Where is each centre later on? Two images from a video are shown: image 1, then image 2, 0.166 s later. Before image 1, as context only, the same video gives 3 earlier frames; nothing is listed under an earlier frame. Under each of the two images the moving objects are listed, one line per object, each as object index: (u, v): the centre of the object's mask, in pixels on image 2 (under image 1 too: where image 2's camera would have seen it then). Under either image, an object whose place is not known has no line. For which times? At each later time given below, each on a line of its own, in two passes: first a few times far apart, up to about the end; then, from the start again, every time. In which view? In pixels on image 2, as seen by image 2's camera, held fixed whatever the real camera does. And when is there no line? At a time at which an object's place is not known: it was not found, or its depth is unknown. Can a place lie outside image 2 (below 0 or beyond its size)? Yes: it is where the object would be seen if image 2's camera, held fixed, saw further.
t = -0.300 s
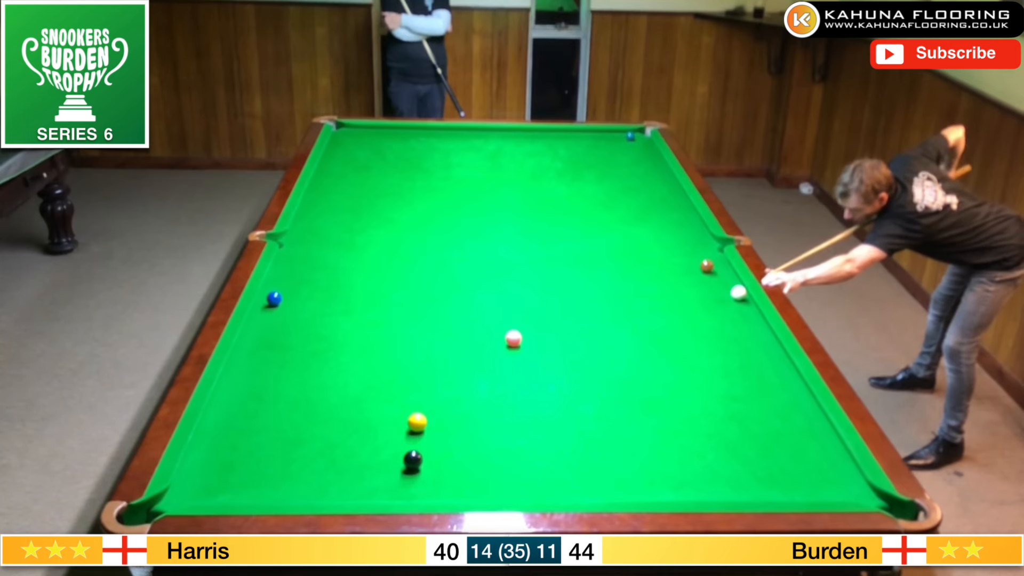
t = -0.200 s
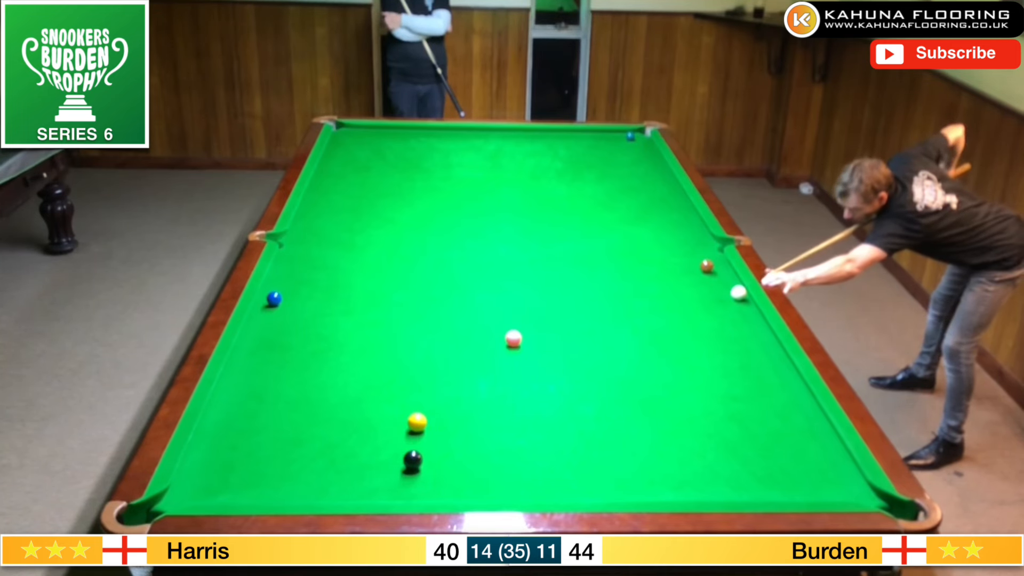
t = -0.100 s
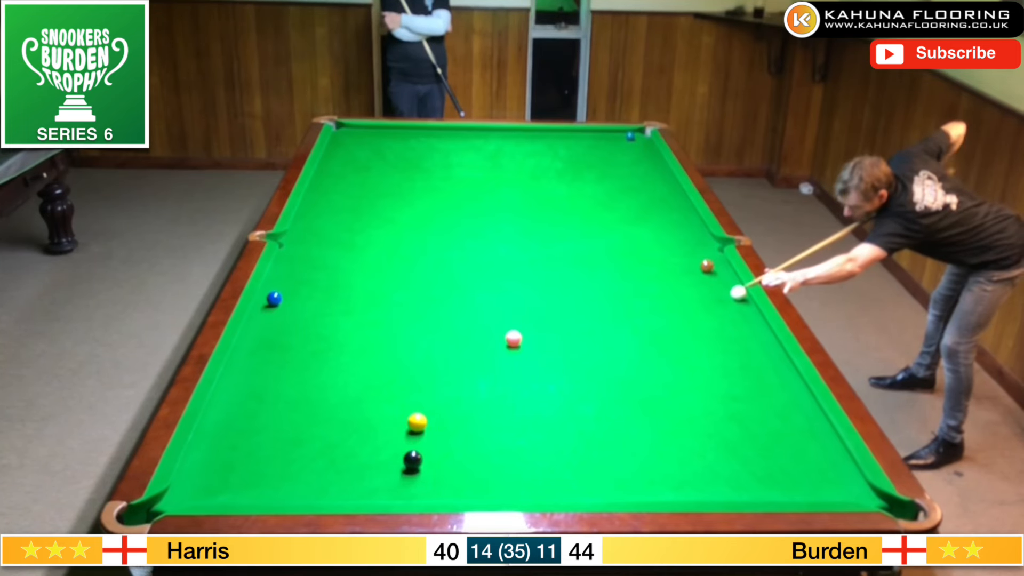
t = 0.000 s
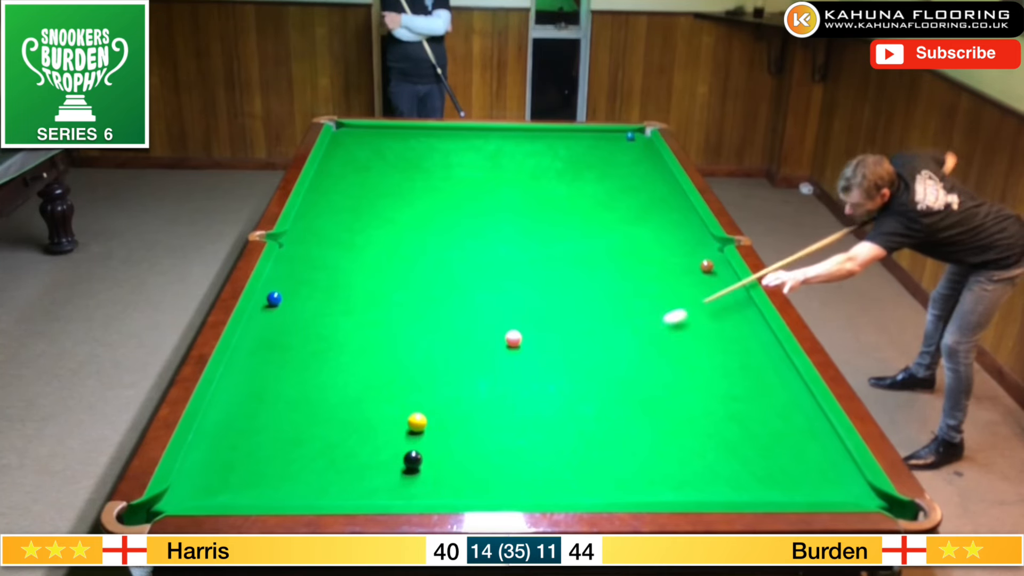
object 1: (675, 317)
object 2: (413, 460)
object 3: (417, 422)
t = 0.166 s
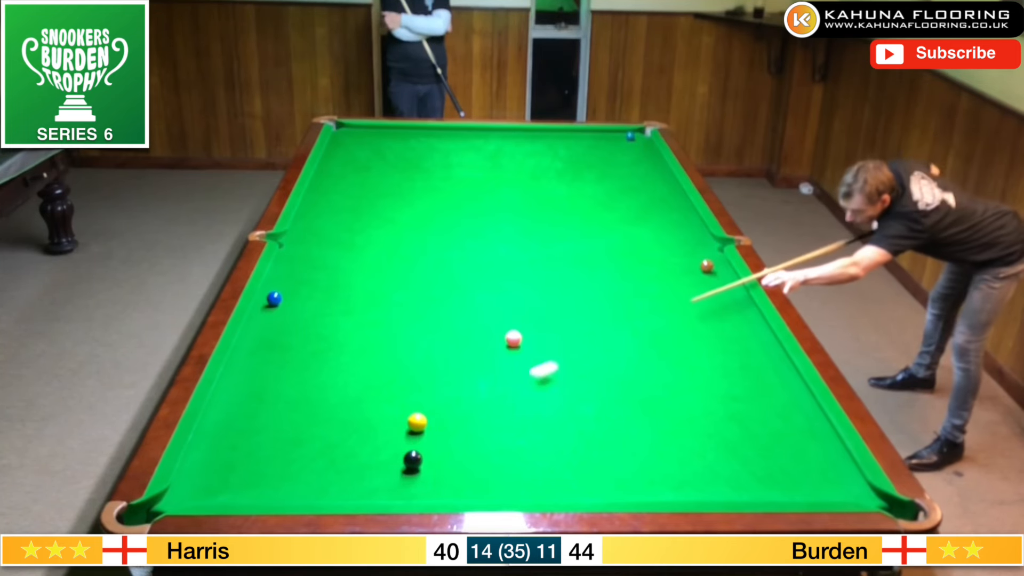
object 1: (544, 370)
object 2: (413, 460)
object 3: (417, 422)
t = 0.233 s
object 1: (483, 395)
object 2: (413, 460)
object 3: (417, 422)
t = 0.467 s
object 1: (440, 452)
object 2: (412, 460)
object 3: (202, 473)
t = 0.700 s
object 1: (411, 489)
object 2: (413, 460)
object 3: (338, 483)
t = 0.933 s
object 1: (485, 459)
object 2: (410, 451)
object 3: (386, 462)
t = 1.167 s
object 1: (566, 440)
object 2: (416, 434)
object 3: (400, 447)
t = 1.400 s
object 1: (637, 424)
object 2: (425, 418)
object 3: (409, 436)
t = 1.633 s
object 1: (702, 409)
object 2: (433, 403)
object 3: (417, 427)
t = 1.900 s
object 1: (769, 394)
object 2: (441, 389)
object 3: (425, 419)
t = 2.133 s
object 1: (780, 384)
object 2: (447, 379)
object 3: (431, 413)
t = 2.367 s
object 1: (742, 377)
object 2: (452, 370)
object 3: (436, 408)
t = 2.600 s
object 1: (708, 372)
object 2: (456, 363)
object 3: (440, 404)
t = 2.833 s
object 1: (677, 366)
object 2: (459, 356)
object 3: (444, 401)
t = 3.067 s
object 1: (649, 361)
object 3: (448, 399)
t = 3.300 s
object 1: (624, 356)
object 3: (450, 398)
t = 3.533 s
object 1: (601, 352)
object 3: (451, 398)
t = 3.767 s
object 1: (581, 348)
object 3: (451, 398)
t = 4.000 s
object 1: (564, 346)
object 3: (451, 398)
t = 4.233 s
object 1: (548, 343)
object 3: (451, 398)
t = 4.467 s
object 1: (535, 341)
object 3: (451, 398)
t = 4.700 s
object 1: (528, 340)
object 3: (451, 398)
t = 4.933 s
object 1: (527, 339)
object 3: (451, 398)
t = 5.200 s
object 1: (528, 339)
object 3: (451, 398)
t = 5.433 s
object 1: (528, 339)
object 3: (451, 398)
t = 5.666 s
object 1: (528, 339)
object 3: (451, 398)
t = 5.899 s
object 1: (528, 339)
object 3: (451, 398)
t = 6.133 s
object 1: (528, 339)
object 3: (451, 398)
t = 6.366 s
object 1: (528, 339)
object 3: (451, 398)
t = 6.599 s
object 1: (528, 339)
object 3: (451, 398)
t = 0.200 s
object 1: (514, 382)
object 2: (413, 460)
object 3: (417, 422)
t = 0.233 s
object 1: (483, 395)
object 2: (413, 460)
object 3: (417, 422)
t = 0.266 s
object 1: (450, 409)
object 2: (413, 460)
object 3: (417, 422)
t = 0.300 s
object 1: (436, 419)
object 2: (413, 460)
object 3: (398, 424)
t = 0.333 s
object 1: (438, 426)
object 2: (413, 460)
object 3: (359, 434)
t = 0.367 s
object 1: (440, 432)
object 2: (413, 460)
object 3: (320, 444)
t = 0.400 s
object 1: (441, 438)
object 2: (413, 460)
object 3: (282, 454)
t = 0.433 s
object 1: (441, 445)
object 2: (413, 460)
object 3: (242, 464)
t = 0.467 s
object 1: (440, 452)
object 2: (412, 460)
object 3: (202, 473)
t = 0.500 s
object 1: (438, 460)
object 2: (413, 460)
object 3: (196, 481)
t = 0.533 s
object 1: (435, 467)
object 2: (412, 460)
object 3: (221, 486)
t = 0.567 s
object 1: (431, 475)
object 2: (413, 460)
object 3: (246, 493)
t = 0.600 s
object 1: (426, 484)
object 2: (413, 460)
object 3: (271, 495)
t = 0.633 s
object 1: (421, 490)
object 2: (413, 460)
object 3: (293, 491)
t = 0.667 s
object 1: (414, 494)
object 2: (413, 460)
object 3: (316, 487)
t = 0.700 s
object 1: (411, 489)
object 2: (413, 460)
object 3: (338, 483)
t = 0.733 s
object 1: (409, 483)
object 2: (413, 460)
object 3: (359, 479)
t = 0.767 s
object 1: (406, 477)
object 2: (413, 459)
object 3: (380, 475)
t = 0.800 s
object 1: (418, 470)
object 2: (412, 456)
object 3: (383, 474)
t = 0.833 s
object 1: (438, 468)
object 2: (412, 458)
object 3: (382, 471)
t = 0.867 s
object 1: (455, 465)
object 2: (411, 455)
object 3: (382, 468)
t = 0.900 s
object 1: (471, 461)
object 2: (411, 453)
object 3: (383, 465)
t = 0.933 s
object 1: (485, 459)
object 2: (410, 451)
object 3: (386, 462)
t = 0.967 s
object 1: (499, 456)
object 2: (410, 449)
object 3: (389, 459)
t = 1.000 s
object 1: (511, 454)
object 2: (410, 447)
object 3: (392, 456)
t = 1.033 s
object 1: (522, 450)
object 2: (410, 445)
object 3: (395, 453)
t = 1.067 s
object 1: (534, 448)
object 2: (412, 442)
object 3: (396, 452)
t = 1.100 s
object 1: (545, 445)
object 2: (413, 440)
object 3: (398, 450)
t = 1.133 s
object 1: (555, 443)
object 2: (414, 437)
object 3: (399, 449)
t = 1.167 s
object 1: (566, 440)
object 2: (416, 434)
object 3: (400, 447)
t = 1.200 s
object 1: (577, 438)
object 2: (417, 432)
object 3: (402, 445)
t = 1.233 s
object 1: (587, 436)
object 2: (419, 429)
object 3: (403, 444)
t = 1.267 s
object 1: (597, 433)
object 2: (420, 427)
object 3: (404, 442)
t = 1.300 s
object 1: (607, 430)
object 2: (421, 425)
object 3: (405, 441)
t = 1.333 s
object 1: (618, 429)
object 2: (423, 422)
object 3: (407, 439)
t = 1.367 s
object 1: (627, 426)
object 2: (424, 420)
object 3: (408, 438)
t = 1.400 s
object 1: (637, 424)
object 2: (425, 418)
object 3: (409, 436)
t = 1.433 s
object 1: (646, 421)
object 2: (426, 415)
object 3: (410, 435)
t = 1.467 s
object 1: (656, 419)
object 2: (428, 413)
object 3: (411, 434)
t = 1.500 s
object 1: (666, 418)
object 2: (429, 411)
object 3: (413, 432)
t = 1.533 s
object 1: (674, 415)
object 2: (430, 409)
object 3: (414, 431)
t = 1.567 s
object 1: (684, 413)
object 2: (431, 407)
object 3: (415, 430)
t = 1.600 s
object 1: (692, 411)
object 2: (432, 405)
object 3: (416, 429)
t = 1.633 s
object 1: (702, 409)
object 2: (433, 403)
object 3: (417, 427)
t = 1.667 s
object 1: (710, 407)
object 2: (434, 401)
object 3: (418, 426)
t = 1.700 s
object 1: (719, 405)
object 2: (435, 400)
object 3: (419, 425)
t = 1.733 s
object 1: (728, 403)
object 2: (436, 398)
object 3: (420, 424)
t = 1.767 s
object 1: (736, 401)
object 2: (437, 396)
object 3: (421, 423)
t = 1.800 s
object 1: (744, 399)
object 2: (438, 394)
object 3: (422, 422)
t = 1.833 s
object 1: (753, 397)
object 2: (439, 392)
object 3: (423, 421)
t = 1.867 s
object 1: (761, 396)
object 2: (440, 391)
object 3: (424, 420)
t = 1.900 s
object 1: (769, 394)
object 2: (441, 389)
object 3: (425, 419)
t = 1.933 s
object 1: (777, 393)
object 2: (442, 388)
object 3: (426, 418)
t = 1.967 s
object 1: (785, 390)
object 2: (443, 386)
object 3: (427, 417)
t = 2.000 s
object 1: (792, 389)
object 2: (444, 385)
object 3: (428, 416)
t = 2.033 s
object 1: (800, 387)
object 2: (445, 383)
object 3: (429, 415)
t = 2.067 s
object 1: (793, 386)
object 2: (446, 382)
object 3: (430, 414)
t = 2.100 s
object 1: (786, 385)
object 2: (446, 380)
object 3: (430, 414)
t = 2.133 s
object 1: (780, 384)
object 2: (447, 379)
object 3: (431, 413)
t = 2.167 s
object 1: (774, 383)
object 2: (448, 378)
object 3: (432, 412)
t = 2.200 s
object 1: (769, 382)
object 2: (449, 376)
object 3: (432, 411)
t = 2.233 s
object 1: (763, 381)
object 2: (449, 375)
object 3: (433, 410)
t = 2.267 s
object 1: (758, 380)
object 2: (450, 374)
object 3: (434, 410)
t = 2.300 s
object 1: (752, 379)
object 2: (450, 373)
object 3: (434, 409)
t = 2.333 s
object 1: (747, 378)
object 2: (451, 371)
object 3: (435, 408)
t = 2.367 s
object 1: (742, 377)
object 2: (452, 370)
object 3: (436, 408)
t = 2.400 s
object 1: (737, 377)
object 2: (452, 369)
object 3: (437, 407)
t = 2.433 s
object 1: (732, 376)
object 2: (453, 368)
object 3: (437, 406)
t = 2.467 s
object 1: (727, 375)
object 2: (453, 367)
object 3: (438, 406)
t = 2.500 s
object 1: (722, 374)
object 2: (454, 366)
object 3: (439, 405)
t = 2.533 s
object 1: (718, 373)
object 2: (455, 365)
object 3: (439, 405)
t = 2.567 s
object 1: (713, 372)
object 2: (455, 364)
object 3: (440, 404)
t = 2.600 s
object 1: (708, 372)
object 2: (456, 363)
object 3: (440, 404)
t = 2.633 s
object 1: (703, 371)
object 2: (456, 362)
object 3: (441, 403)
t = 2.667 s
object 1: (699, 370)
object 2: (457, 361)
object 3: (441, 403)
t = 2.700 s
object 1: (694, 369)
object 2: (457, 360)
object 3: (442, 402)
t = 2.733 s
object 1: (690, 368)
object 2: (458, 359)
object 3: (443, 402)
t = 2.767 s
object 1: (686, 368)
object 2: (458, 358)
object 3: (443, 402)
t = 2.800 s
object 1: (681, 367)
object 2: (459, 357)
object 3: (444, 402)
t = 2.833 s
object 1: (677, 366)
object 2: (459, 356)
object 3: (444, 401)
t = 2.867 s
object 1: (673, 365)
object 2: (460, 356)
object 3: (445, 401)
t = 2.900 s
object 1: (669, 364)
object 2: (460, 355)
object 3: (445, 401)
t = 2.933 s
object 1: (665, 364)
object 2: (460, 354)
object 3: (446, 400)
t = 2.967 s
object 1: (661, 363)
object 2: (461, 353)
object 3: (446, 400)
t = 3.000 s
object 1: (657, 363)
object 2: (461, 353)
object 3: (447, 400)
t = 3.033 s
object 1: (653, 362)
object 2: (461, 352)
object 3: (447, 400)
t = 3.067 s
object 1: (649, 361)
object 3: (448, 399)
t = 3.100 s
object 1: (645, 360)
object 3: (448, 399)
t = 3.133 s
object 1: (642, 360)
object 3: (448, 399)
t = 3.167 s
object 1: (638, 359)
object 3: (448, 399)
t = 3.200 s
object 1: (634, 358)
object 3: (449, 399)
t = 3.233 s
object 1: (631, 358)
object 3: (449, 399)
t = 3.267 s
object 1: (627, 357)
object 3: (449, 398)
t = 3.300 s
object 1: (624, 356)
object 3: (450, 398)
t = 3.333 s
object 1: (620, 356)
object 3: (450, 398)
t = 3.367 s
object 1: (617, 355)
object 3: (450, 398)
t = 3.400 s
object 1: (614, 354)
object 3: (450, 398)
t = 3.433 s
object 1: (610, 354)
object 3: (450, 398)
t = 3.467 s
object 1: (607, 353)
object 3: (451, 398)
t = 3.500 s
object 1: (604, 353)
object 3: (451, 398)
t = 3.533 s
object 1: (601, 352)
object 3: (451, 398)
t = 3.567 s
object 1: (598, 352)
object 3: (451, 398)
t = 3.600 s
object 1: (595, 351)
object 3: (451, 398)
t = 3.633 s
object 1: (592, 351)
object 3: (451, 398)
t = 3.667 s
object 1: (589, 350)
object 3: (451, 398)
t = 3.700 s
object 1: (586, 350)
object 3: (451, 398)
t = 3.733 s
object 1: (584, 349)
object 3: (451, 398)
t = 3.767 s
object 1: (581, 348)
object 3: (451, 398)
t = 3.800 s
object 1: (578, 348)
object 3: (451, 398)
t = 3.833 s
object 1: (576, 348)
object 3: (451, 398)
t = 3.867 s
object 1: (573, 347)
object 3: (451, 398)
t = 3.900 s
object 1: (571, 347)
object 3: (451, 398)
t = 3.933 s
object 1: (568, 347)
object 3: (451, 398)
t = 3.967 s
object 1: (566, 346)
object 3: (451, 398)
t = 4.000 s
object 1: (564, 346)
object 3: (451, 398)
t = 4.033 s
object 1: (561, 345)
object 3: (451, 398)
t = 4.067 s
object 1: (559, 345)
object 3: (451, 398)
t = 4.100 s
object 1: (557, 344)
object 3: (451, 398)
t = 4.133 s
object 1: (555, 344)
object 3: (451, 398)
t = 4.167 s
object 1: (552, 344)
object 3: (451, 398)
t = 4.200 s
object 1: (550, 343)
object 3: (451, 398)
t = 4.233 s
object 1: (548, 343)
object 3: (451, 398)
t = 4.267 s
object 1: (546, 343)
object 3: (451, 398)
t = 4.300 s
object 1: (544, 342)
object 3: (451, 398)
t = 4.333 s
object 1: (542, 342)
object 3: (451, 398)
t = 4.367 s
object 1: (540, 342)
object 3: (451, 398)
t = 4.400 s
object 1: (539, 341)
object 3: (451, 398)
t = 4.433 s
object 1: (537, 341)
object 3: (451, 398)
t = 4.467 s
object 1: (535, 341)
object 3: (451, 398)
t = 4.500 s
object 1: (533, 341)
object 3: (451, 398)
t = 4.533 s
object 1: (532, 340)
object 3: (451, 398)
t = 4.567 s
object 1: (530, 340)
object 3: (451, 398)
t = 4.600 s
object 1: (529, 340)
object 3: (451, 398)
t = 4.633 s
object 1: (529, 340)
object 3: (451, 398)
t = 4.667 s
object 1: (528, 340)
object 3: (451, 398)
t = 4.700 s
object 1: (528, 340)
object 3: (451, 398)
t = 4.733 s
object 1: (528, 340)
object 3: (451, 398)
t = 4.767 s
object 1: (527, 340)
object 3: (451, 398)
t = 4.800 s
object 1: (527, 340)
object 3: (451, 398)
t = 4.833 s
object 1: (527, 339)
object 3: (451, 398)
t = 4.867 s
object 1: (527, 339)
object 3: (451, 398)
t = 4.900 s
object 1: (527, 339)
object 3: (451, 398)
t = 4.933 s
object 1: (527, 339)
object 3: (451, 398)
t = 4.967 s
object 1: (527, 339)
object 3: (451, 398)
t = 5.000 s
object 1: (528, 339)
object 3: (451, 398)
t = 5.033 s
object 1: (528, 339)
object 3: (451, 398)
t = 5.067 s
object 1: (528, 339)
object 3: (451, 398)
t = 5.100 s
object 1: (528, 339)
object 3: (451, 398)
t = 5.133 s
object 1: (528, 339)
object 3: (451, 398)
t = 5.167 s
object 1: (528, 339)
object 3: (451, 398)
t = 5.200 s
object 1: (528, 339)
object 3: (451, 398)
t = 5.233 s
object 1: (528, 339)
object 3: (451, 398)
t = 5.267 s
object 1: (528, 339)
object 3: (451, 398)
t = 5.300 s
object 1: (528, 339)
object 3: (451, 398)
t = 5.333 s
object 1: (528, 339)
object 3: (451, 398)
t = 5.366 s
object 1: (528, 339)
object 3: (451, 398)
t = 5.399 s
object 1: (528, 339)
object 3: (451, 398)
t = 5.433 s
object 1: (528, 339)
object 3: (451, 398)
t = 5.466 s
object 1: (528, 339)
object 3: (451, 398)
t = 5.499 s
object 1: (528, 339)
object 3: (451, 398)
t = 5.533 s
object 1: (528, 339)
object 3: (451, 398)
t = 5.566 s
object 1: (528, 339)
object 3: (451, 398)
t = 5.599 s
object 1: (528, 339)
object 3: (451, 398)
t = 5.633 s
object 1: (528, 339)
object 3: (451, 398)
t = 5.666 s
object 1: (528, 339)
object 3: (451, 398)
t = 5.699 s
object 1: (528, 339)
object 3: (451, 398)
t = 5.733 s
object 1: (528, 339)
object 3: (451, 398)
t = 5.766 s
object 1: (528, 339)
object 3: (451, 398)
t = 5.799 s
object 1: (528, 339)
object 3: (451, 398)
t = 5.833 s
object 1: (528, 339)
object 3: (451, 398)
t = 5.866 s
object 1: (528, 339)
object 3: (451, 398)
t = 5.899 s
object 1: (528, 339)
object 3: (451, 398)
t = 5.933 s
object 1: (528, 339)
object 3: (451, 398)
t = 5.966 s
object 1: (528, 339)
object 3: (451, 398)
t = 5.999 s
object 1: (528, 339)
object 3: (451, 398)
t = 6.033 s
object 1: (528, 339)
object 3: (451, 398)
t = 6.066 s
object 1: (528, 339)
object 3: (451, 398)
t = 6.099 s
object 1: (528, 339)
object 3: (451, 398)
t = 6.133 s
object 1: (528, 339)
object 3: (451, 398)
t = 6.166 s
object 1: (528, 339)
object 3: (451, 398)
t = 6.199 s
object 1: (528, 339)
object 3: (451, 398)
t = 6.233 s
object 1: (528, 339)
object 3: (451, 398)
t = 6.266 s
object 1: (528, 339)
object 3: (451, 398)
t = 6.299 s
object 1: (528, 339)
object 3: (451, 398)
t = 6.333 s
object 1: (528, 339)
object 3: (451, 398)
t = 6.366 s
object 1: (528, 339)
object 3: (451, 398)
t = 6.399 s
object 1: (528, 339)
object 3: (451, 398)
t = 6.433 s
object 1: (528, 339)
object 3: (451, 398)
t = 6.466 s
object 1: (528, 339)
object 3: (451, 398)
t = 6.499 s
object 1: (528, 339)
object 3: (451, 398)
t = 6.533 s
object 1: (528, 339)
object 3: (451, 398)
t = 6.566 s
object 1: (528, 339)
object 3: (451, 398)
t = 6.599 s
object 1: (528, 339)
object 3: (451, 398)
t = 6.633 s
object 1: (528, 339)
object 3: (451, 398)
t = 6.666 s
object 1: (528, 339)
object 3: (451, 398)
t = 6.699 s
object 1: (528, 339)
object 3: (451, 398)
